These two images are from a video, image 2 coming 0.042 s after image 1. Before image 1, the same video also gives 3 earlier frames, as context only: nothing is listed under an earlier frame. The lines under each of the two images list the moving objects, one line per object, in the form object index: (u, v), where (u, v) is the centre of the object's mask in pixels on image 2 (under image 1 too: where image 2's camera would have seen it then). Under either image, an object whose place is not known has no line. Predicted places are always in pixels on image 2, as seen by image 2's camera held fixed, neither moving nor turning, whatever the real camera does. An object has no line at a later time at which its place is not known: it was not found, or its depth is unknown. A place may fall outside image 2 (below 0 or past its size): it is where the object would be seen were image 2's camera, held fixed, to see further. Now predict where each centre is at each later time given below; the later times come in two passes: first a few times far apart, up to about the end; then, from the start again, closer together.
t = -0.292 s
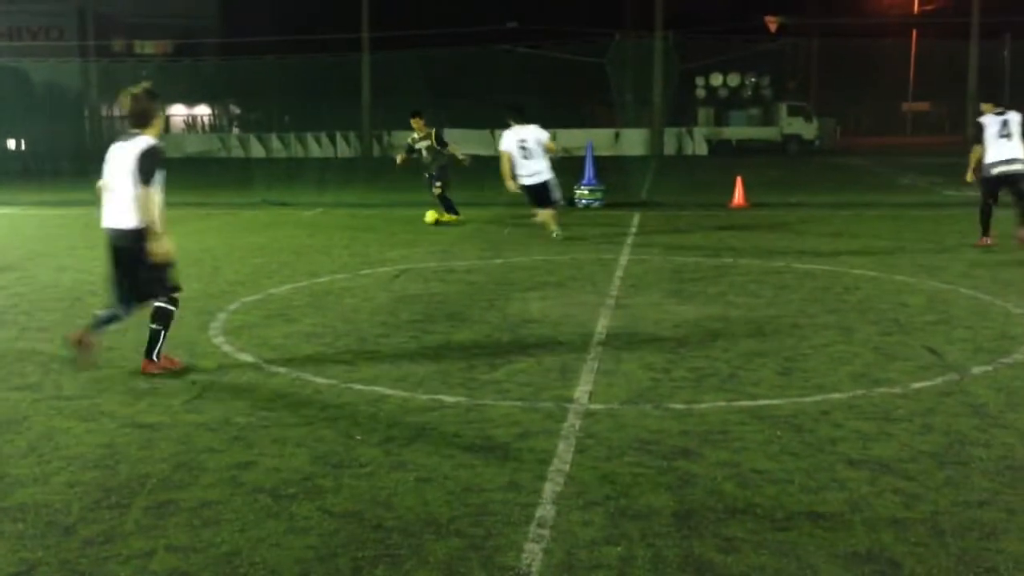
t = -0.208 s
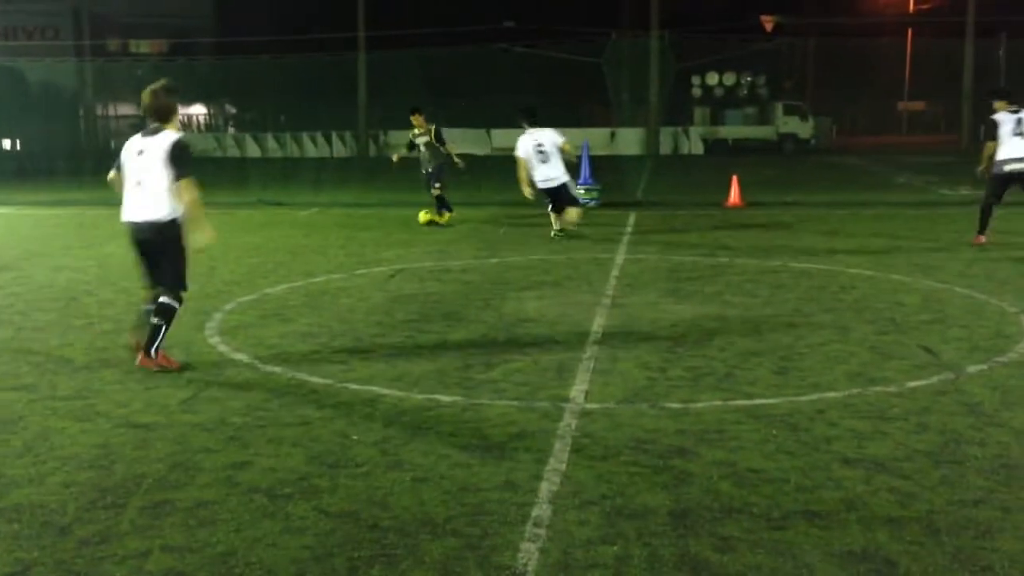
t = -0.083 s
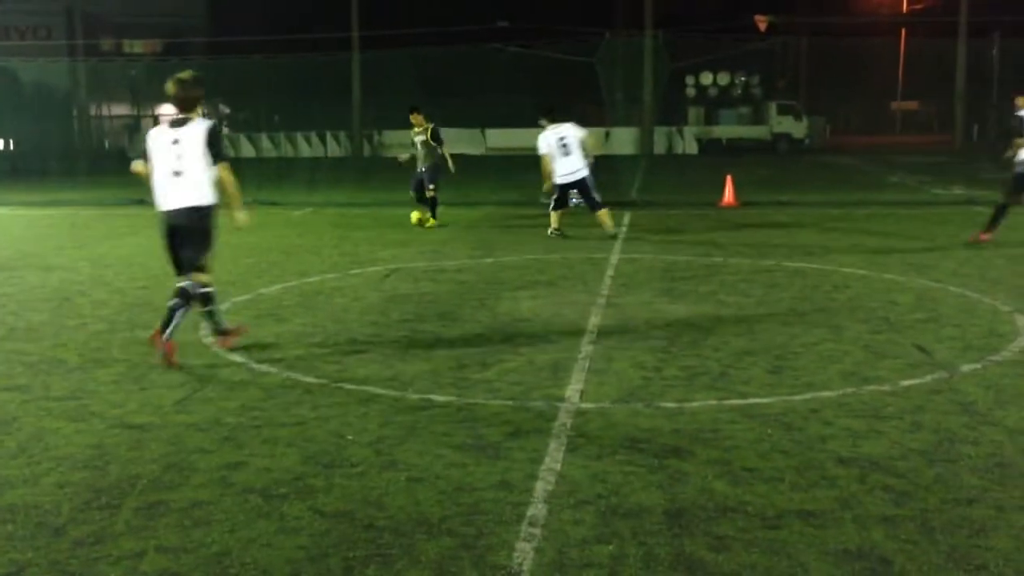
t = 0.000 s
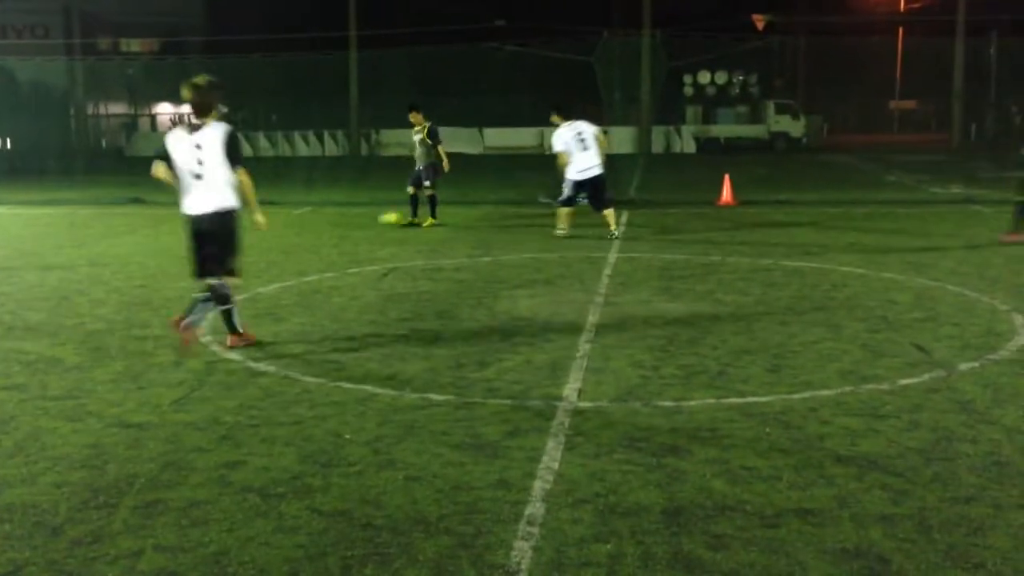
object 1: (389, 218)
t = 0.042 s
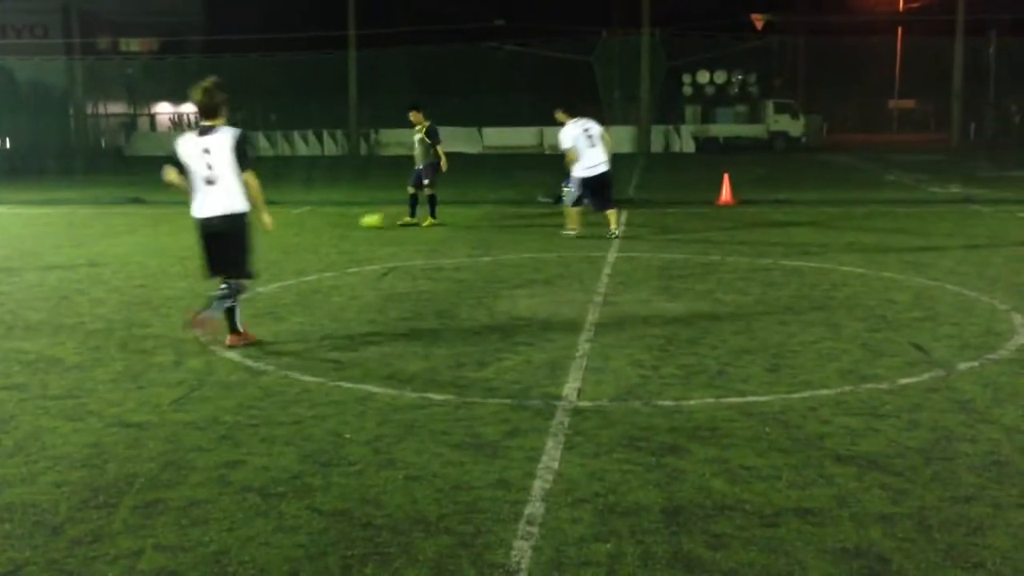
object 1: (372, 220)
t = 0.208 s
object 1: (304, 227)
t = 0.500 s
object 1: (188, 240)
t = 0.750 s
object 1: (89, 250)
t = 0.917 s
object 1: (21, 257)
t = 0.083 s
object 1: (355, 222)
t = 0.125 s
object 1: (338, 224)
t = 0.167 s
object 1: (320, 225)
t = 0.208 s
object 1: (304, 227)
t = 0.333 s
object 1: (251, 233)
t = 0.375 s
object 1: (236, 235)
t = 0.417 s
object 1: (219, 237)
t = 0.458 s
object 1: (203, 238)
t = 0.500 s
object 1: (188, 240)
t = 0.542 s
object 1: (173, 242)
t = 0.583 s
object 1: (157, 244)
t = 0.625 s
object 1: (139, 245)
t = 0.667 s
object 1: (124, 246)
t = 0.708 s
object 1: (107, 248)
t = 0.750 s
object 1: (89, 250)
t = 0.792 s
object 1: (75, 251)
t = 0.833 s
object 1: (57, 253)
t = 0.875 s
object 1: (38, 255)
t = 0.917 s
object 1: (21, 257)
